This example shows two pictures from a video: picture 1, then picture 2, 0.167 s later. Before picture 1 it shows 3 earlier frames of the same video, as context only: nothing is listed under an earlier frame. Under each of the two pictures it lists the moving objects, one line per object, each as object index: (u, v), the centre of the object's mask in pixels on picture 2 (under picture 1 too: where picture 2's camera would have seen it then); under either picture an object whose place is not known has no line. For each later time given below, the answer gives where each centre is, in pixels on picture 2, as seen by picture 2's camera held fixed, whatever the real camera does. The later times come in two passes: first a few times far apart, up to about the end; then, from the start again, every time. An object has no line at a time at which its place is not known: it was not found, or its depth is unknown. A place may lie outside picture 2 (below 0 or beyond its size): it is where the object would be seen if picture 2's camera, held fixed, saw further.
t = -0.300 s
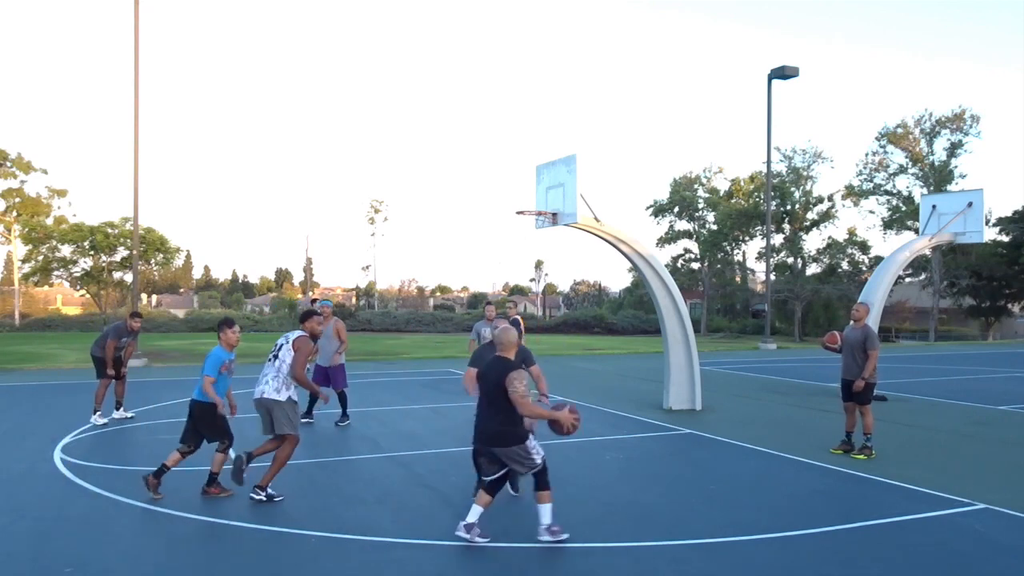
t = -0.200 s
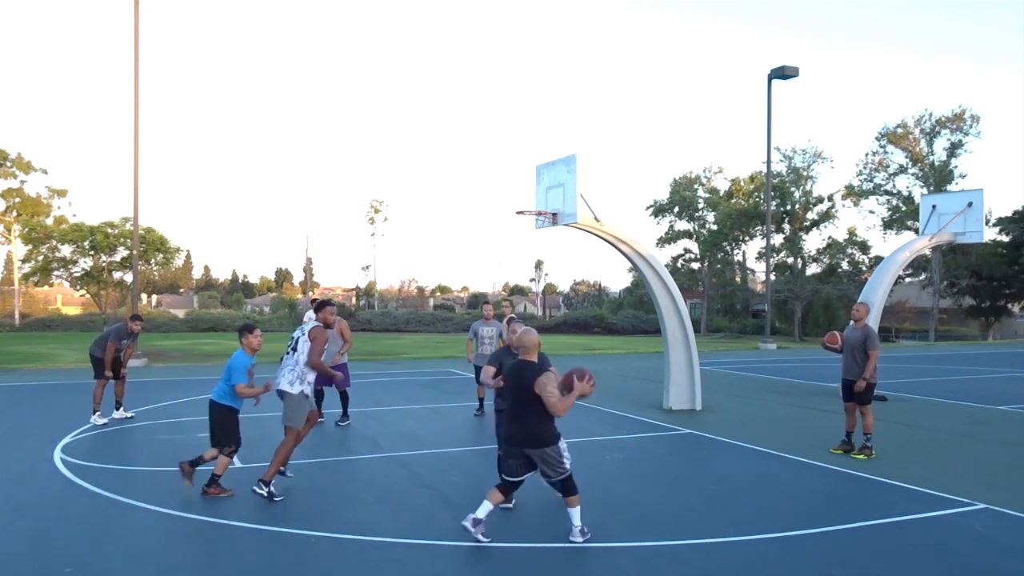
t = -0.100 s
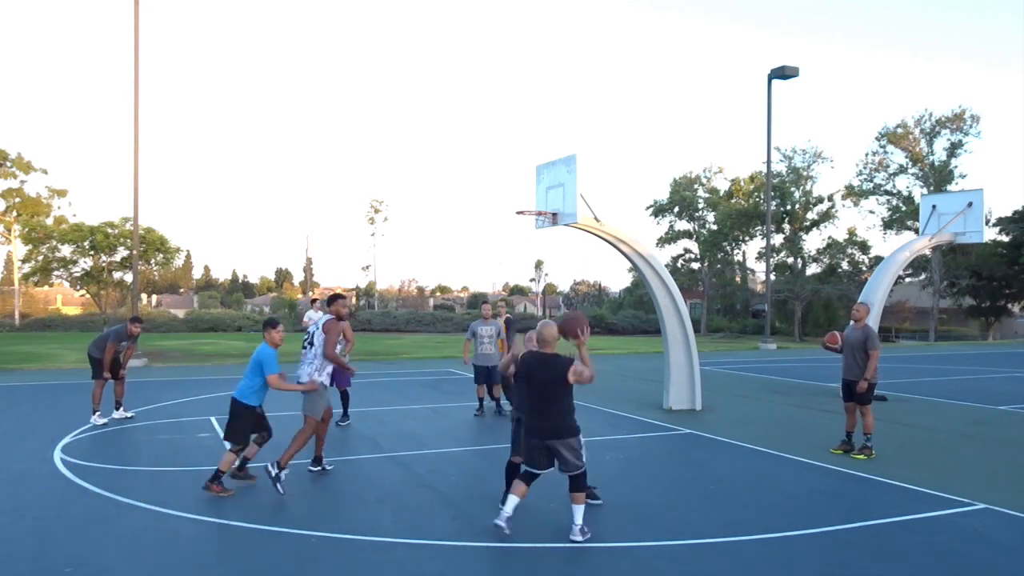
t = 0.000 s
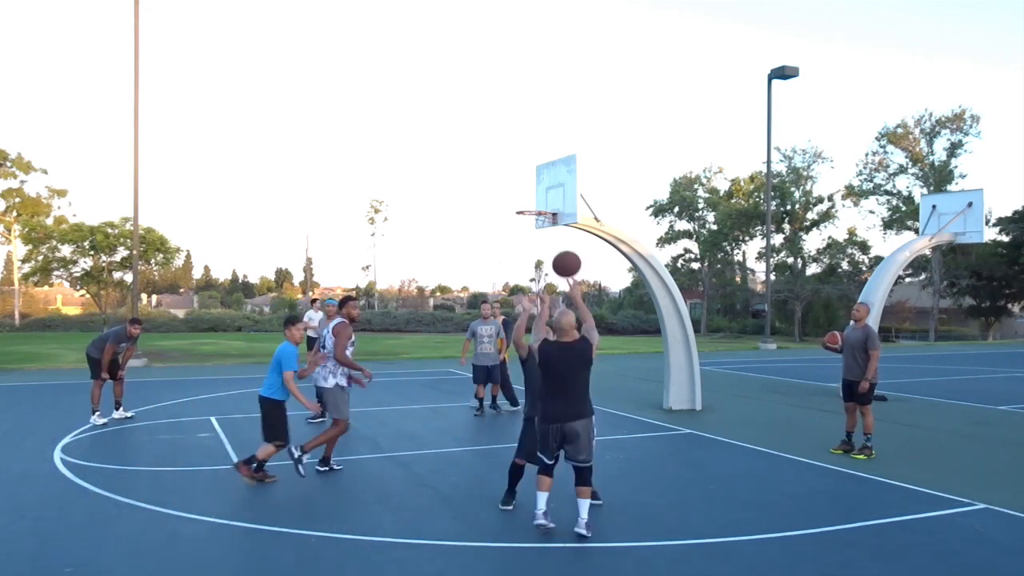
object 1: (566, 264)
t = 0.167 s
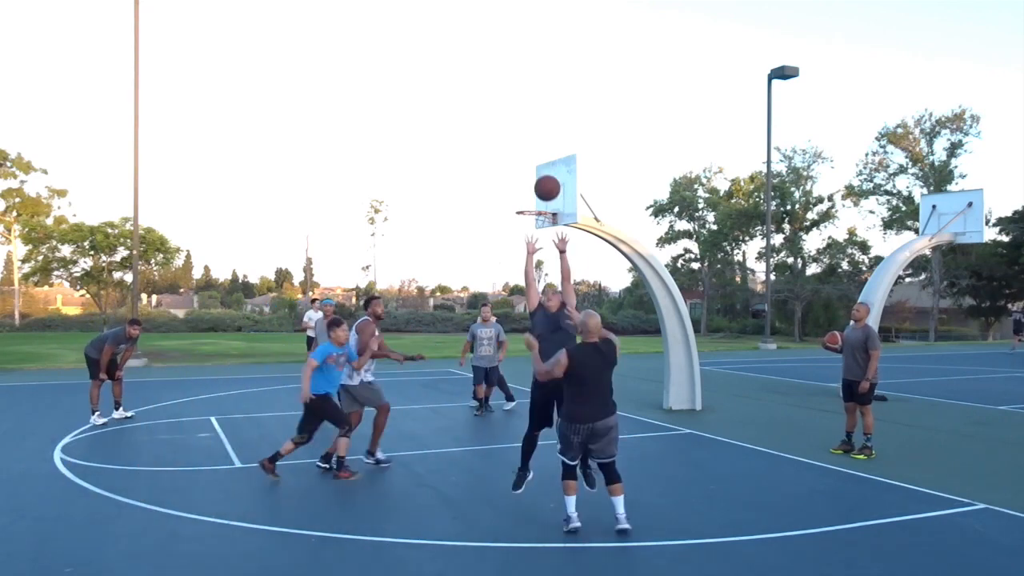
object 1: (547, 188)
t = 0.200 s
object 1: (544, 178)
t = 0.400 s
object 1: (525, 148)
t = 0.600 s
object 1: (510, 157)
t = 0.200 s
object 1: (544, 178)
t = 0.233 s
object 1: (540, 170)
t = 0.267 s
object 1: (537, 163)
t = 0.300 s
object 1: (534, 157)
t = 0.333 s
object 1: (531, 153)
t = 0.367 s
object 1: (528, 150)
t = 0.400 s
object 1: (525, 148)
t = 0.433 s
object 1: (522, 147)
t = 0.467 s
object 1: (520, 147)
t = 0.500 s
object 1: (517, 148)
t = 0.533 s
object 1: (514, 150)
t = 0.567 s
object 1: (512, 153)
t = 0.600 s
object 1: (510, 157)
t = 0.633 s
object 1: (507, 162)
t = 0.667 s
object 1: (505, 167)
